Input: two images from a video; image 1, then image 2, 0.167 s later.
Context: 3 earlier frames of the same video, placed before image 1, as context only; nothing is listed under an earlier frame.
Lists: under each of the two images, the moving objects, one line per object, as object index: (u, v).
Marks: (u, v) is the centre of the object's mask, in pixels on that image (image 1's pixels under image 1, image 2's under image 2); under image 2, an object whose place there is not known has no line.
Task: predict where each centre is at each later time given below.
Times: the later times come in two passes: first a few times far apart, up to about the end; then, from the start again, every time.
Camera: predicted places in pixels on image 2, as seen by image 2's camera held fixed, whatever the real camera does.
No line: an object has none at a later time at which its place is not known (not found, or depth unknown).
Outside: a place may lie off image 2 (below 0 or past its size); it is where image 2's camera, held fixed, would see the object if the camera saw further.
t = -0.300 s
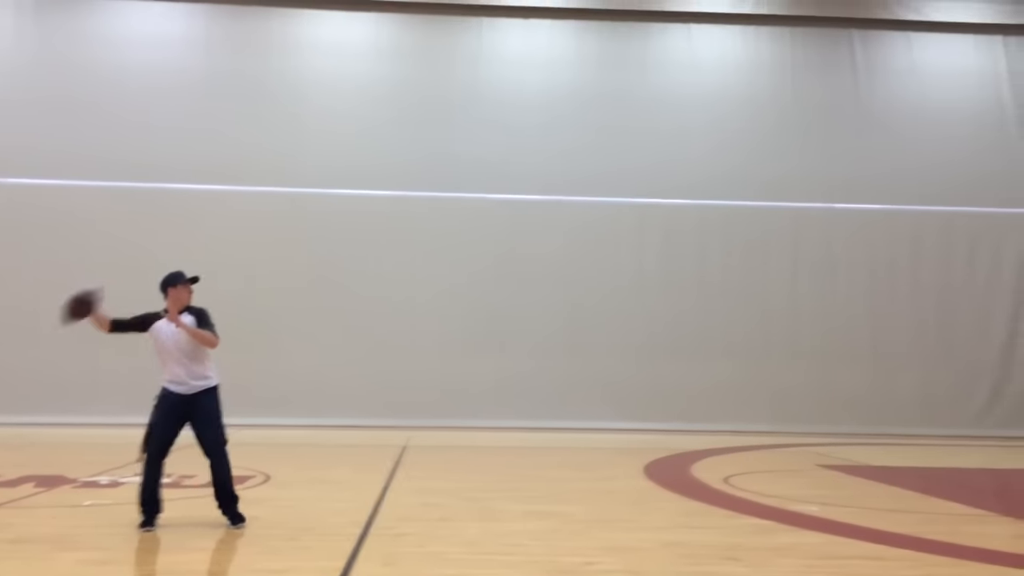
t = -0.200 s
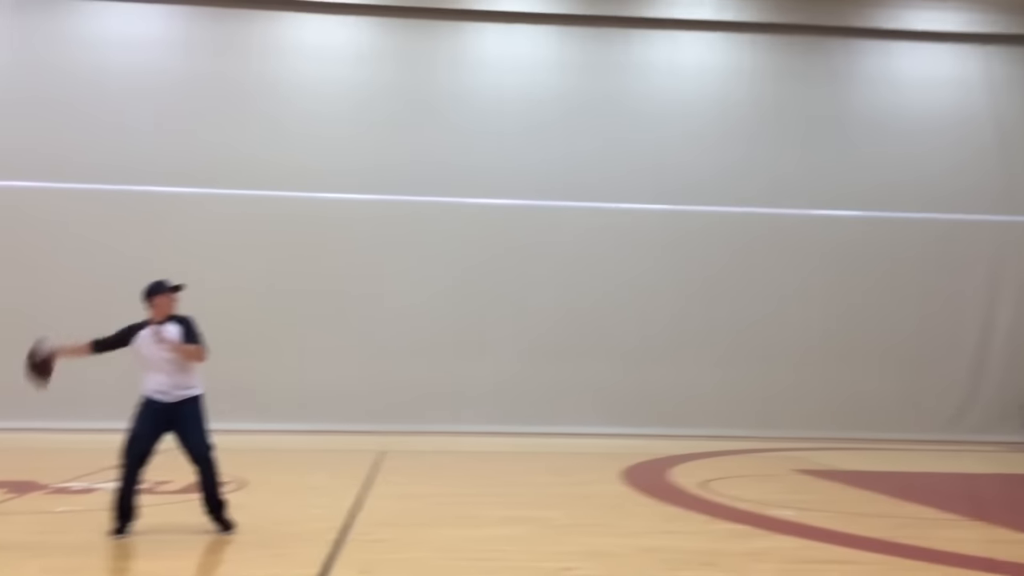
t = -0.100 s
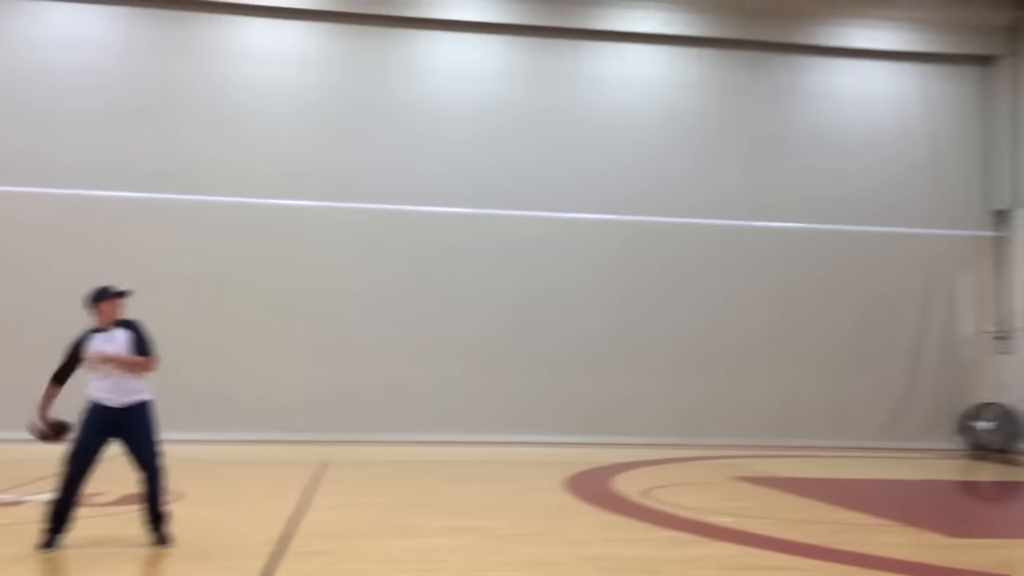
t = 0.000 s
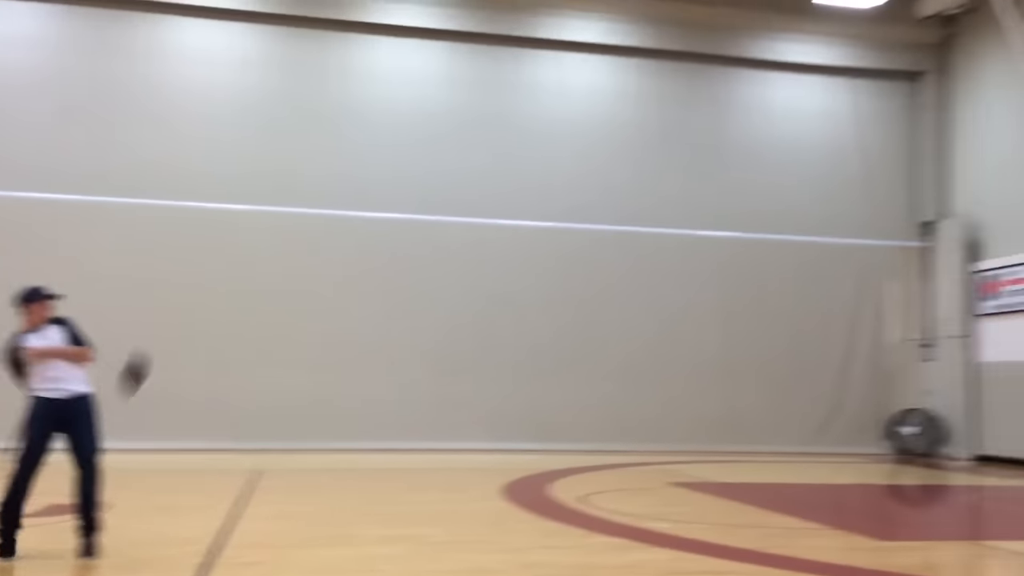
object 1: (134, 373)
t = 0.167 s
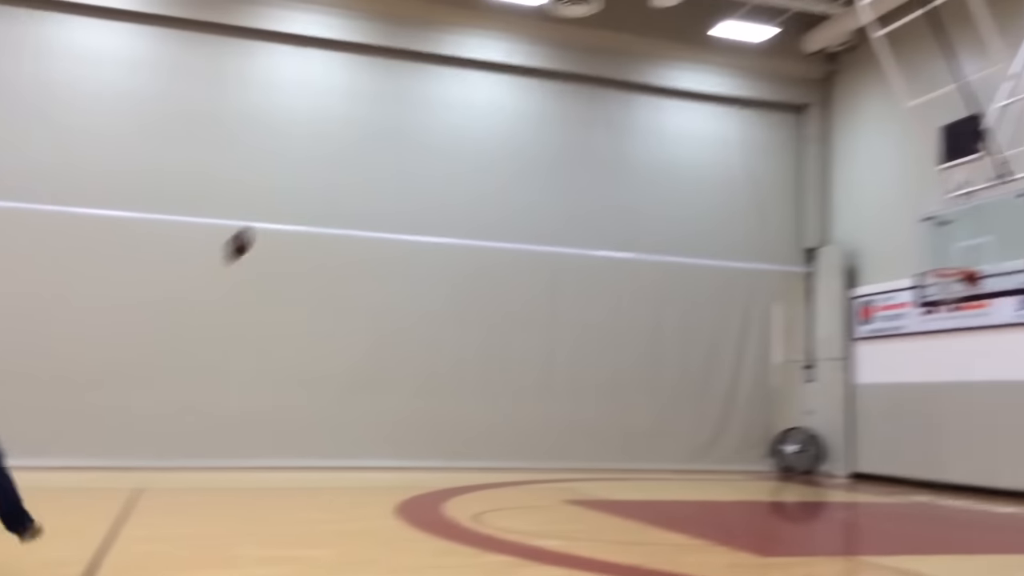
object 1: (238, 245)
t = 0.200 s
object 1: (277, 223)
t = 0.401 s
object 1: (469, 138)
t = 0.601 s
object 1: (612, 103)
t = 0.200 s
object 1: (277, 223)
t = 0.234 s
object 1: (312, 205)
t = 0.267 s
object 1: (346, 188)
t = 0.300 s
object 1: (380, 172)
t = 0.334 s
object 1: (410, 159)
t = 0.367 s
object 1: (440, 148)
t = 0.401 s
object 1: (469, 138)
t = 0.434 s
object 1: (496, 129)
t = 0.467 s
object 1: (521, 121)
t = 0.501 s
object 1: (545, 114)
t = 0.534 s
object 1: (568, 109)
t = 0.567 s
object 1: (591, 106)
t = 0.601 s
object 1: (612, 103)
